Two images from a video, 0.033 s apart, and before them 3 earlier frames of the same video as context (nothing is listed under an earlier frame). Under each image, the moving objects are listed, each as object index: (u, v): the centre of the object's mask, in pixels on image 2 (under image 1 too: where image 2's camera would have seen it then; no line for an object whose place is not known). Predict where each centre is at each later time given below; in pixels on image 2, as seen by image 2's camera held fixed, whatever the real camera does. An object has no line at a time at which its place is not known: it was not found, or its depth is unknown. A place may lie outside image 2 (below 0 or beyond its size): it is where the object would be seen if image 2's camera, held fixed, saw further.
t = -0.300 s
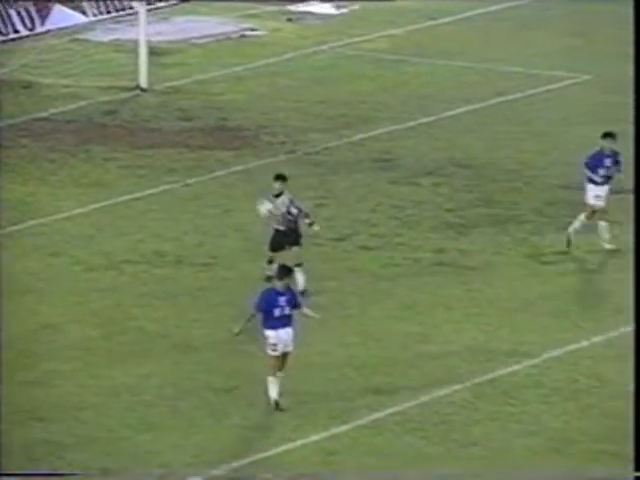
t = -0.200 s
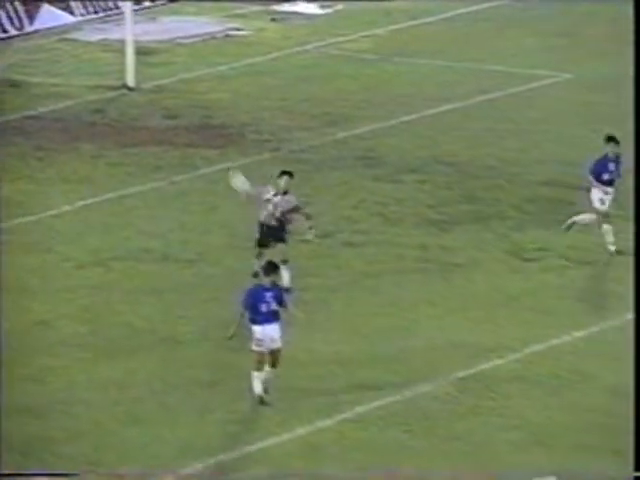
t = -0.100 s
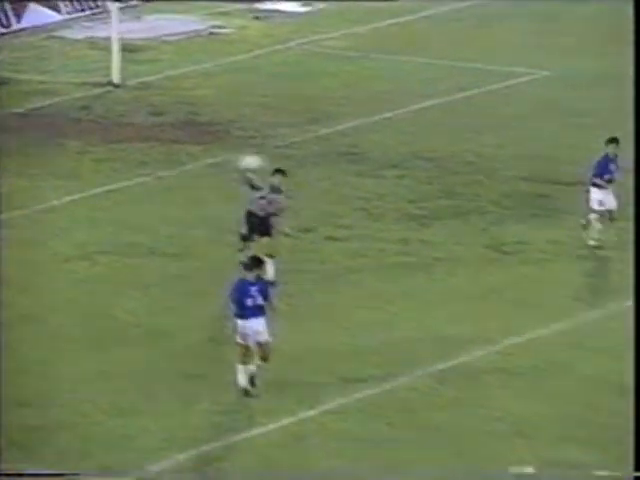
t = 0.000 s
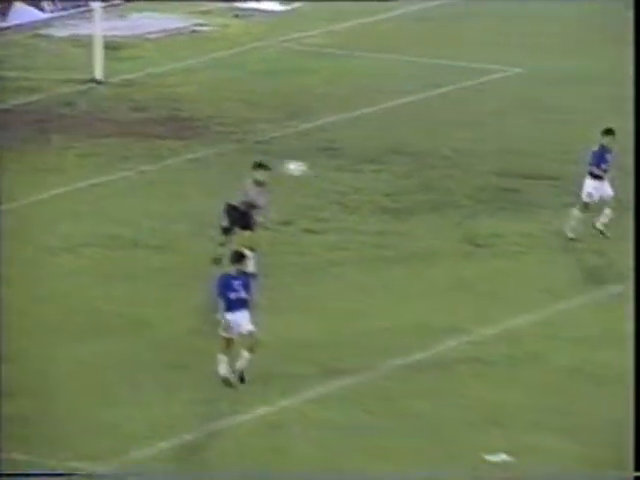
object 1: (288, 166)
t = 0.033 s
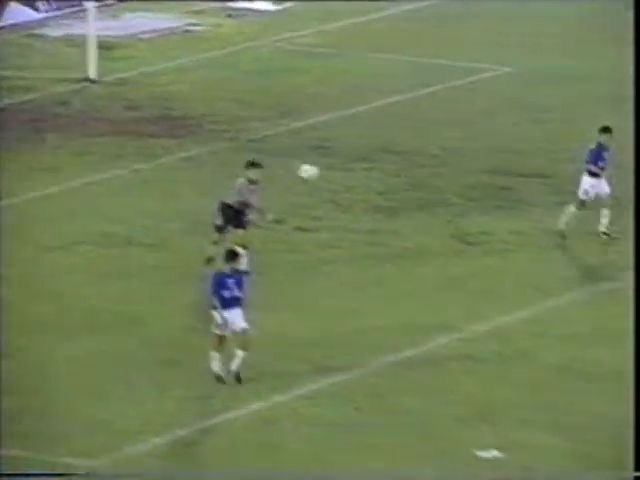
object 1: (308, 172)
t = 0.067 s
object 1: (331, 177)
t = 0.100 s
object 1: (349, 182)
